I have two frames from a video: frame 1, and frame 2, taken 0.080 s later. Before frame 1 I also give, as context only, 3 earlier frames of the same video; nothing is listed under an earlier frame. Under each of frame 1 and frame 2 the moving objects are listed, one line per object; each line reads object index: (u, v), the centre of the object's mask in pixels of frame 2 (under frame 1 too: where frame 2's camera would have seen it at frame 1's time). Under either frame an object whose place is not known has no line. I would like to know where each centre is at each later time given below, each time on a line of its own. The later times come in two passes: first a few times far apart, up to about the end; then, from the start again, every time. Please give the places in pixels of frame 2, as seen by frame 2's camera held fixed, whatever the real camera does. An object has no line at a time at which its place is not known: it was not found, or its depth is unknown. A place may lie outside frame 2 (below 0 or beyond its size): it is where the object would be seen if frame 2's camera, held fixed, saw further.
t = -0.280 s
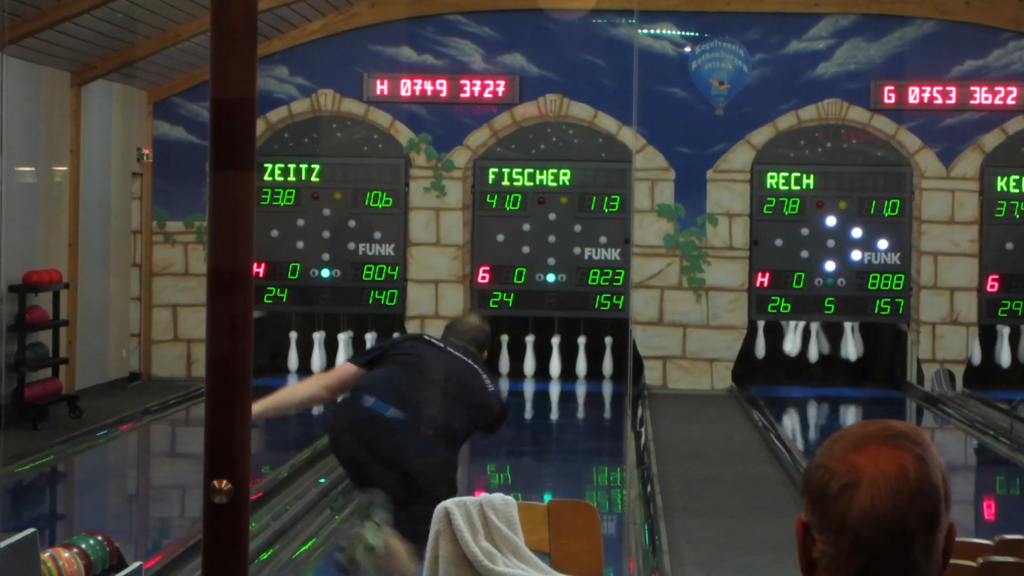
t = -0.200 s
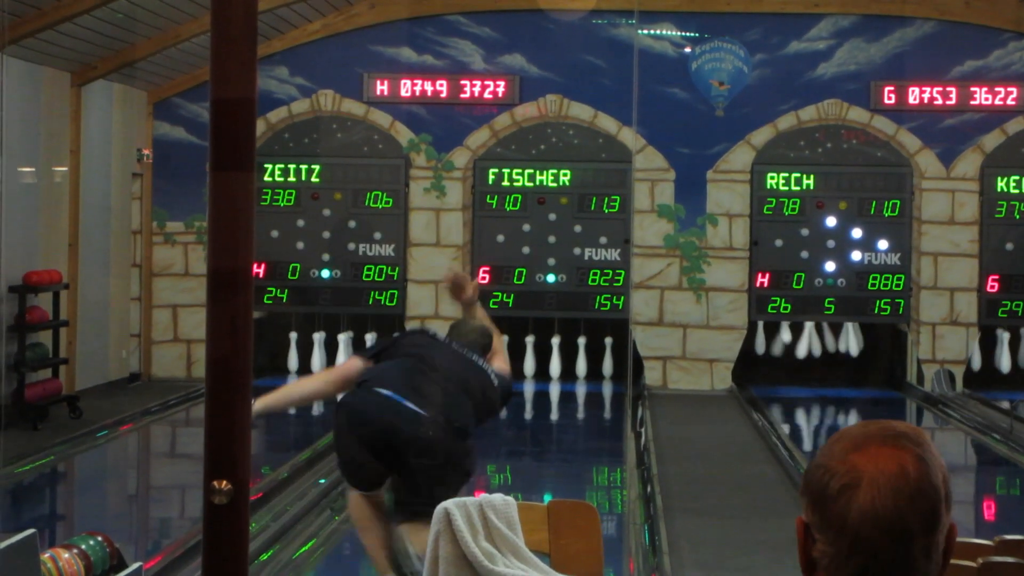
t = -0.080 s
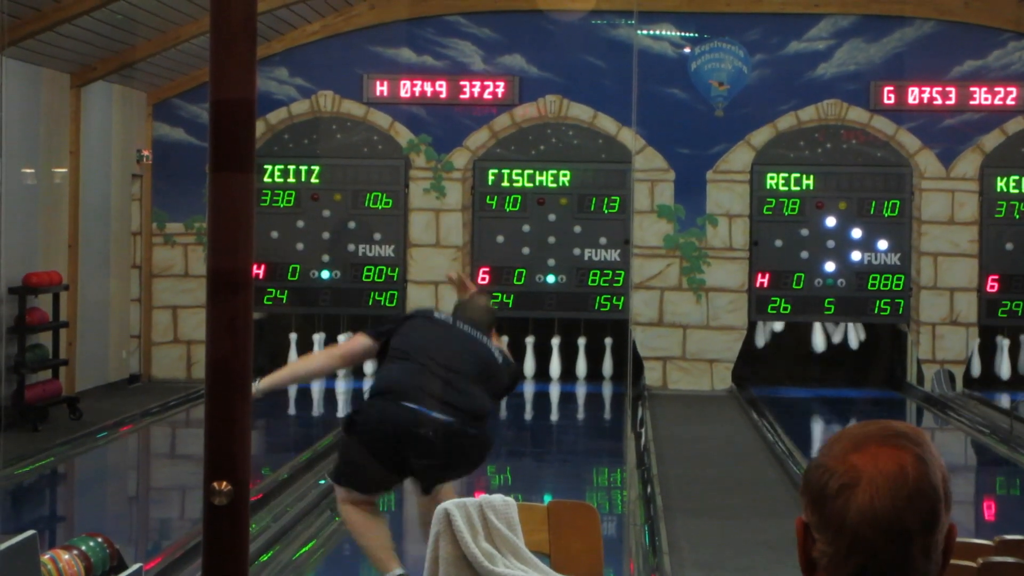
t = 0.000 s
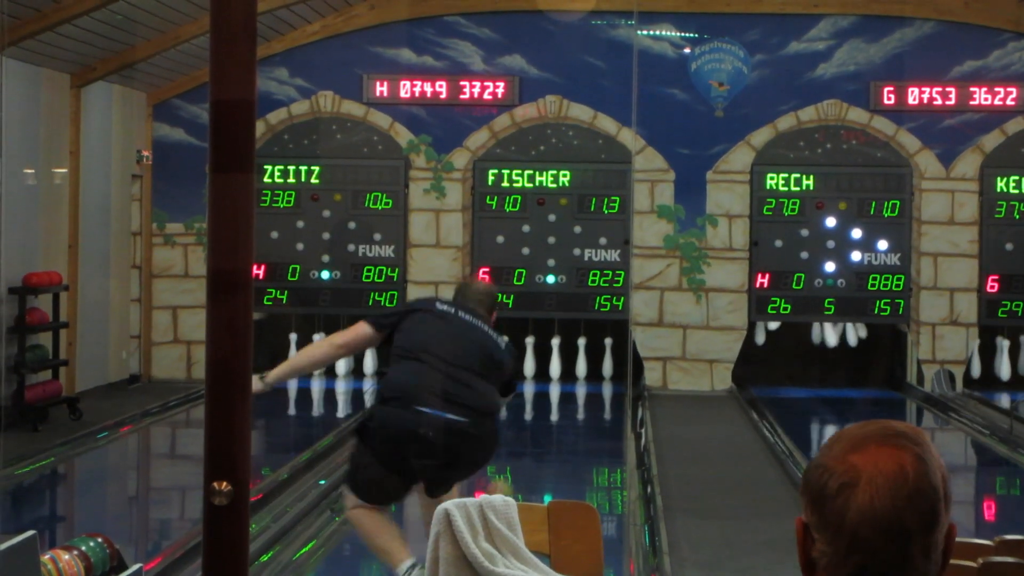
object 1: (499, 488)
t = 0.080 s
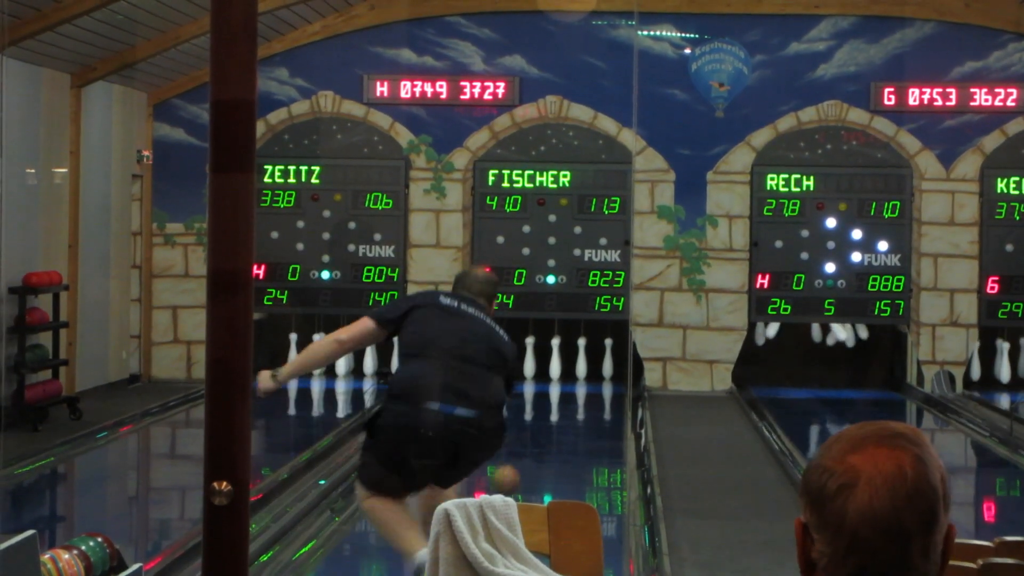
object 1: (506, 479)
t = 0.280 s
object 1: (517, 449)
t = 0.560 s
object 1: (530, 418)
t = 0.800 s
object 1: (539, 397)
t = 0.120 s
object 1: (508, 472)
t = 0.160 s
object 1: (511, 466)
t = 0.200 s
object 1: (513, 460)
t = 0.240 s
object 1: (515, 455)
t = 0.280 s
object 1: (517, 449)
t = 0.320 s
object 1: (519, 443)
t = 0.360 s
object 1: (522, 438)
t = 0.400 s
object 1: (524, 434)
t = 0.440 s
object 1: (525, 430)
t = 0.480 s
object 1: (527, 425)
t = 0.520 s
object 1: (529, 421)
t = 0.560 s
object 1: (530, 418)
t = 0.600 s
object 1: (532, 414)
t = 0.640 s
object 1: (534, 411)
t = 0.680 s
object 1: (535, 407)
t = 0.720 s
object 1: (536, 403)
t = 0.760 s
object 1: (538, 400)
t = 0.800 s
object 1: (539, 397)
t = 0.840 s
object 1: (540, 394)
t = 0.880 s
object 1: (542, 390)
